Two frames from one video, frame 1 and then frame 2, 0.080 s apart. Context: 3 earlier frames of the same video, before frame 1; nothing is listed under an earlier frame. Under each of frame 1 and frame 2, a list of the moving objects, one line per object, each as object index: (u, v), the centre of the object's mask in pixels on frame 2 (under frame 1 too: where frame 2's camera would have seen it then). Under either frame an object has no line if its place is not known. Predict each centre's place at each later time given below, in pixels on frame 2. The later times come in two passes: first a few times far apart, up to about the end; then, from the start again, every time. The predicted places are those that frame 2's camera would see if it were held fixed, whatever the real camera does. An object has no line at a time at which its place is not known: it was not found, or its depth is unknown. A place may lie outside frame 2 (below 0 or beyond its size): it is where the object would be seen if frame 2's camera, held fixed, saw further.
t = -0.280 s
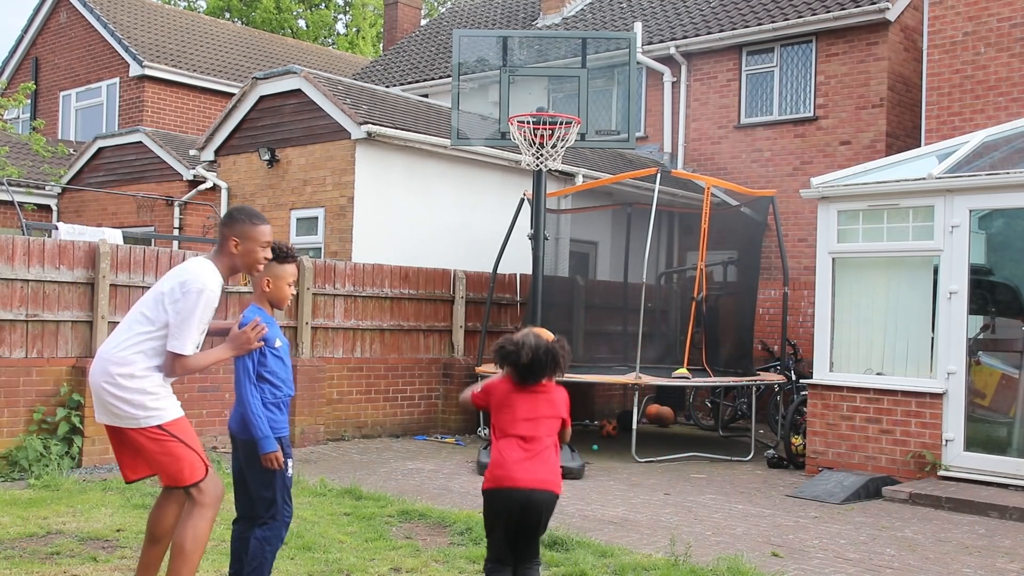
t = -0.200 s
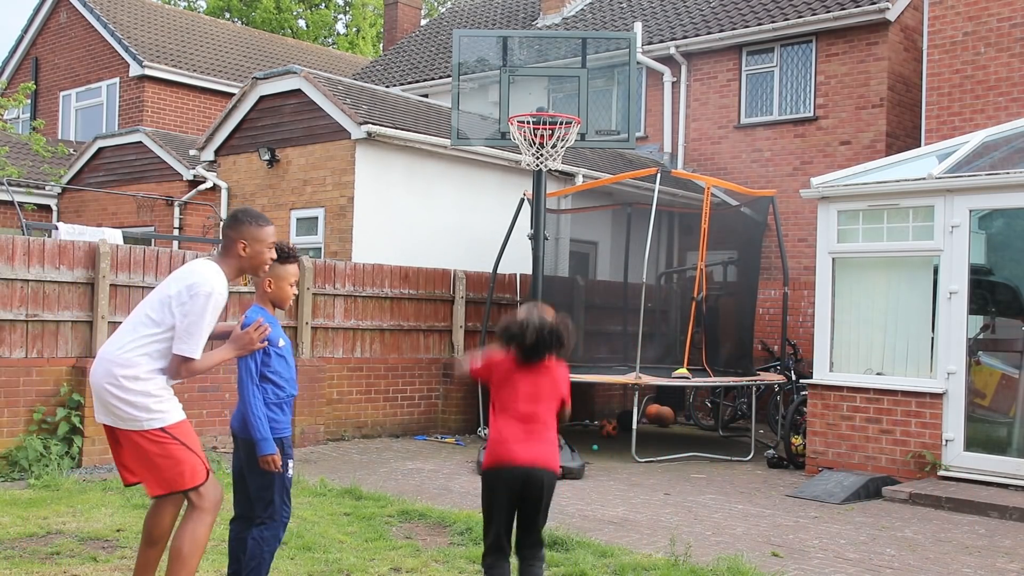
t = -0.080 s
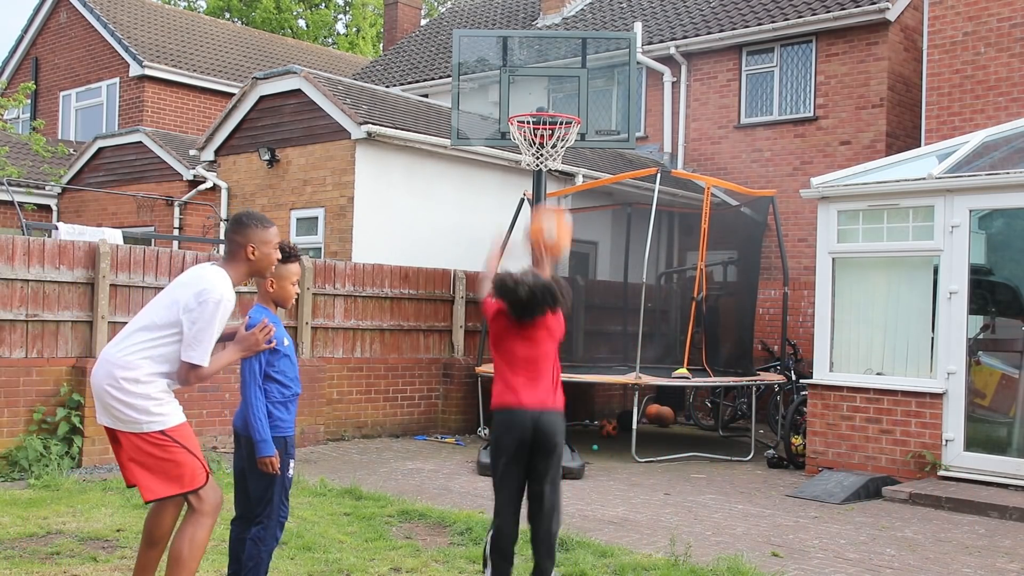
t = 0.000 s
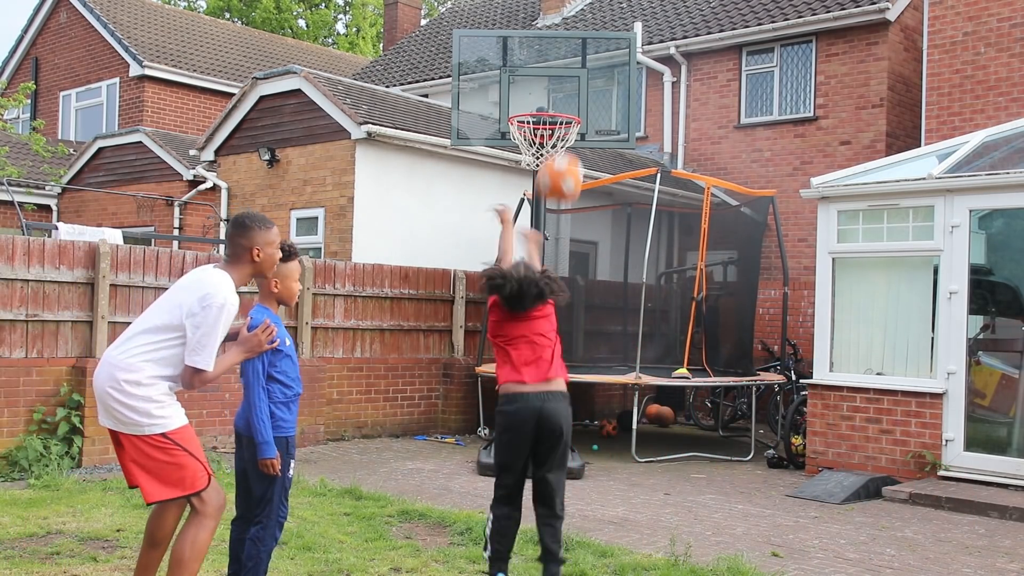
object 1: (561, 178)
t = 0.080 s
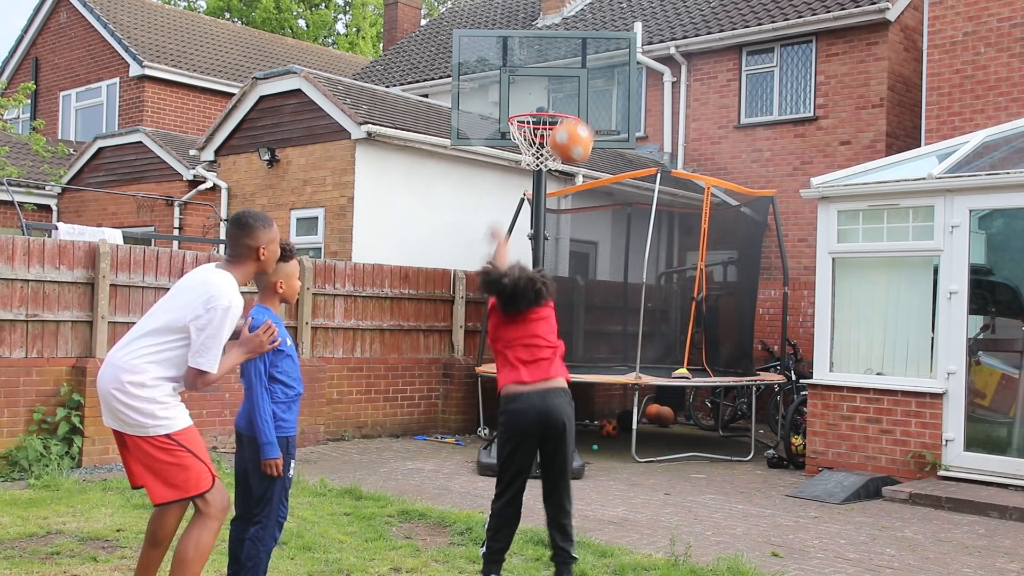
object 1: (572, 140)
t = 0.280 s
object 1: (592, 115)
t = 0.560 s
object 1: (615, 182)
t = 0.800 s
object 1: (626, 301)
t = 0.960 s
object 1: (631, 405)
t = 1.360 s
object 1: (678, 353)
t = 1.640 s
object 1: (726, 374)
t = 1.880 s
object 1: (769, 468)
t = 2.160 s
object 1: (794, 404)
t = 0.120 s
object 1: (576, 129)
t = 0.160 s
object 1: (580, 121)
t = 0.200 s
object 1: (584, 117)
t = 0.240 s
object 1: (588, 115)
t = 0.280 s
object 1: (592, 115)
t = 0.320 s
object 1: (595, 118)
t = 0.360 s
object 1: (599, 122)
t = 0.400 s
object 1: (603, 130)
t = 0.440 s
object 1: (606, 139)
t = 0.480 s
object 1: (609, 151)
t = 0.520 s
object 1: (611, 164)
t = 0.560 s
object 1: (615, 182)
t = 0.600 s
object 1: (617, 198)
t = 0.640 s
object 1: (619, 215)
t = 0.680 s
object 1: (621, 234)
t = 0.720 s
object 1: (623, 254)
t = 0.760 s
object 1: (625, 278)
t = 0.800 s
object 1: (626, 301)
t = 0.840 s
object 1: (628, 325)
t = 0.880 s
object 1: (629, 349)
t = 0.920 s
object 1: (630, 377)
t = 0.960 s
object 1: (631, 405)
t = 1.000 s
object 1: (632, 433)
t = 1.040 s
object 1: (633, 453)
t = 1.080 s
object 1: (637, 432)
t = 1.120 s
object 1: (640, 409)
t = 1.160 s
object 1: (643, 392)
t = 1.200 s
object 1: (650, 379)
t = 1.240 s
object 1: (657, 369)
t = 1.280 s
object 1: (663, 362)
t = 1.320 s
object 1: (670, 357)
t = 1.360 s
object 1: (678, 353)
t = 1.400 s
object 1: (685, 350)
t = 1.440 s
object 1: (692, 350)
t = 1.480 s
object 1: (699, 352)
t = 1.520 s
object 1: (705, 355)
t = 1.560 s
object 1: (713, 360)
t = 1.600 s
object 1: (720, 365)
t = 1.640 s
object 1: (726, 374)
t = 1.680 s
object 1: (734, 386)
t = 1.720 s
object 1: (741, 400)
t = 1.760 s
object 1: (748, 414)
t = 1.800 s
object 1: (755, 430)
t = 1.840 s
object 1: (763, 449)
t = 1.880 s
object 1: (769, 468)
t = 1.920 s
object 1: (774, 455)
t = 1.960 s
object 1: (778, 442)
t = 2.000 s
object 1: (781, 431)
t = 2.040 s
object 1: (785, 421)
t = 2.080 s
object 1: (788, 413)
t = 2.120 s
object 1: (791, 408)
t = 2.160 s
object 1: (794, 404)
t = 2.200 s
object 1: (797, 402)
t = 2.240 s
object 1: (799, 402)
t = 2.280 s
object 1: (802, 404)
